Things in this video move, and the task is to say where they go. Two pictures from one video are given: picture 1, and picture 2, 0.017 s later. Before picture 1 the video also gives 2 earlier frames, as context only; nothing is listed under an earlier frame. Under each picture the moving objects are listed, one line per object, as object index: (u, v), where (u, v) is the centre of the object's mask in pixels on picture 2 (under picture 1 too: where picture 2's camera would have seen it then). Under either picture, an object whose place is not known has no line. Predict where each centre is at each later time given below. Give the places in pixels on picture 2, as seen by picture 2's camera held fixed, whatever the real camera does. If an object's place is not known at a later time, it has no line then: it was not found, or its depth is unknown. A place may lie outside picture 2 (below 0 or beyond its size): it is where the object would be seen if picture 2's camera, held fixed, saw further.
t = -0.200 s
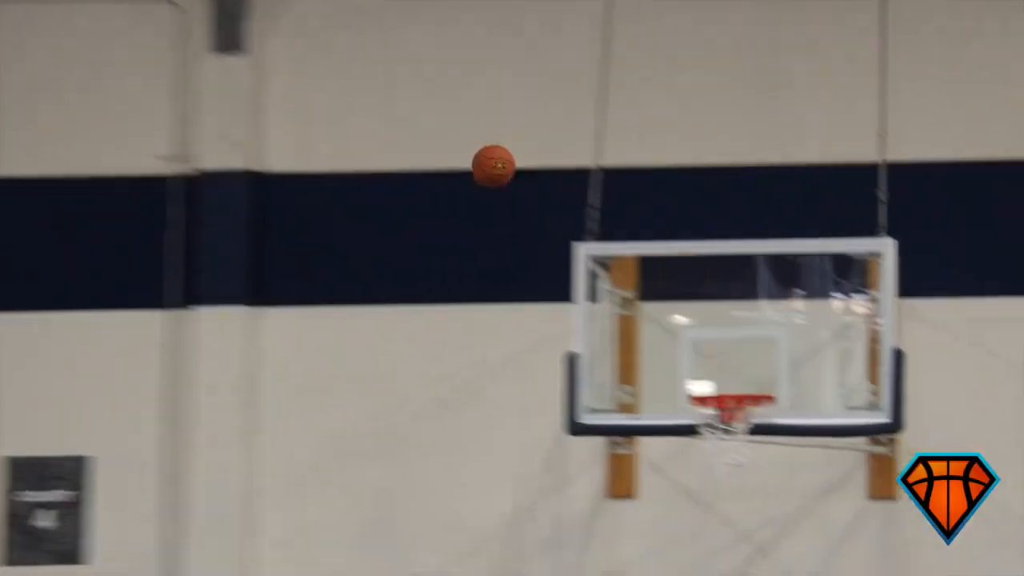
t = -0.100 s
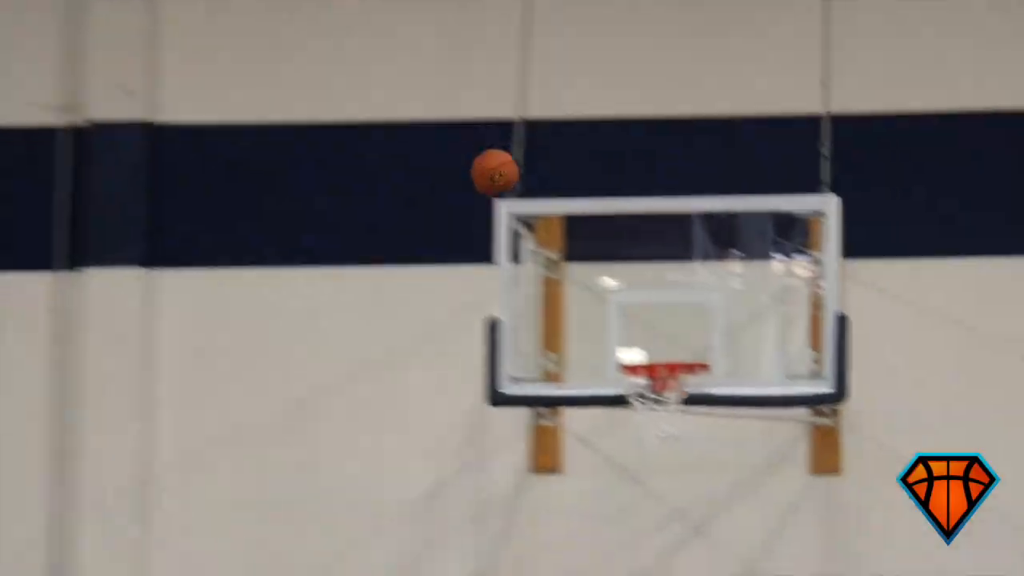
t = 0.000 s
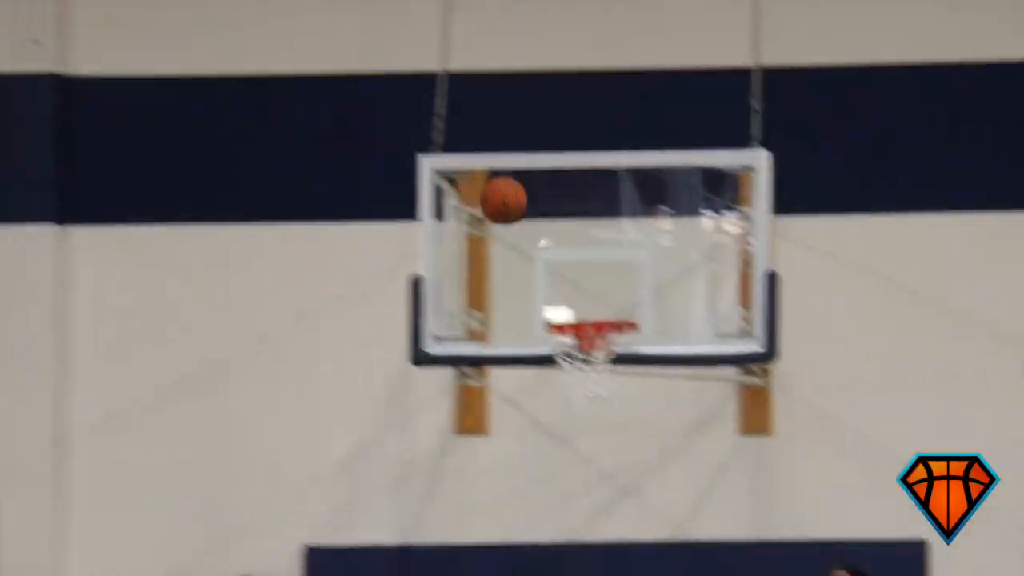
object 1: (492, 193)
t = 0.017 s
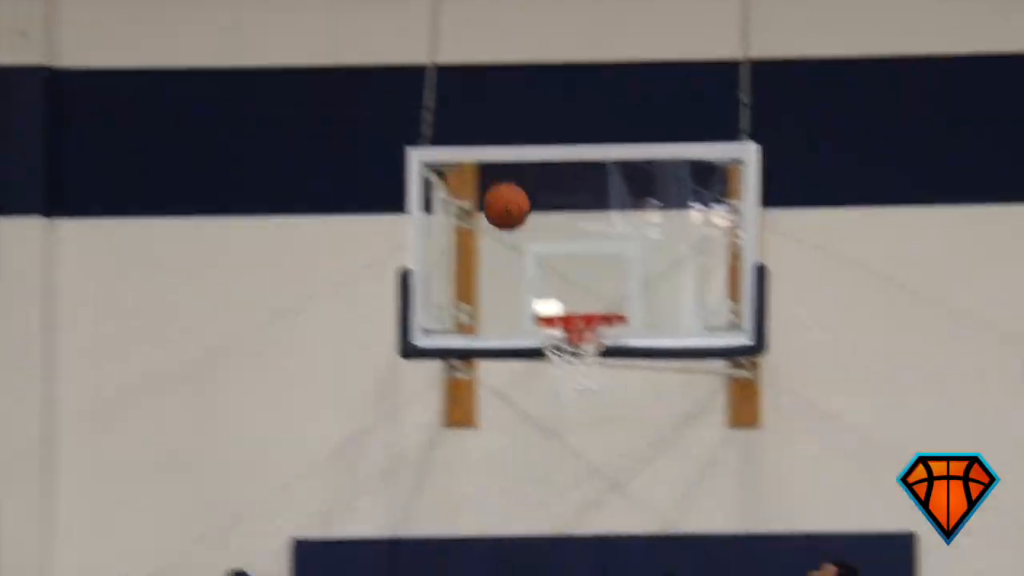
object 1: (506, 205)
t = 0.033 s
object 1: (520, 220)
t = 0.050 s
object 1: (534, 236)
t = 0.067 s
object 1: (548, 251)
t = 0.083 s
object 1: (563, 267)
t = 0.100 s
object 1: (576, 283)
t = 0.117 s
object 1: (588, 295)
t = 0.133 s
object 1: (596, 288)
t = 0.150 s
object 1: (604, 281)
